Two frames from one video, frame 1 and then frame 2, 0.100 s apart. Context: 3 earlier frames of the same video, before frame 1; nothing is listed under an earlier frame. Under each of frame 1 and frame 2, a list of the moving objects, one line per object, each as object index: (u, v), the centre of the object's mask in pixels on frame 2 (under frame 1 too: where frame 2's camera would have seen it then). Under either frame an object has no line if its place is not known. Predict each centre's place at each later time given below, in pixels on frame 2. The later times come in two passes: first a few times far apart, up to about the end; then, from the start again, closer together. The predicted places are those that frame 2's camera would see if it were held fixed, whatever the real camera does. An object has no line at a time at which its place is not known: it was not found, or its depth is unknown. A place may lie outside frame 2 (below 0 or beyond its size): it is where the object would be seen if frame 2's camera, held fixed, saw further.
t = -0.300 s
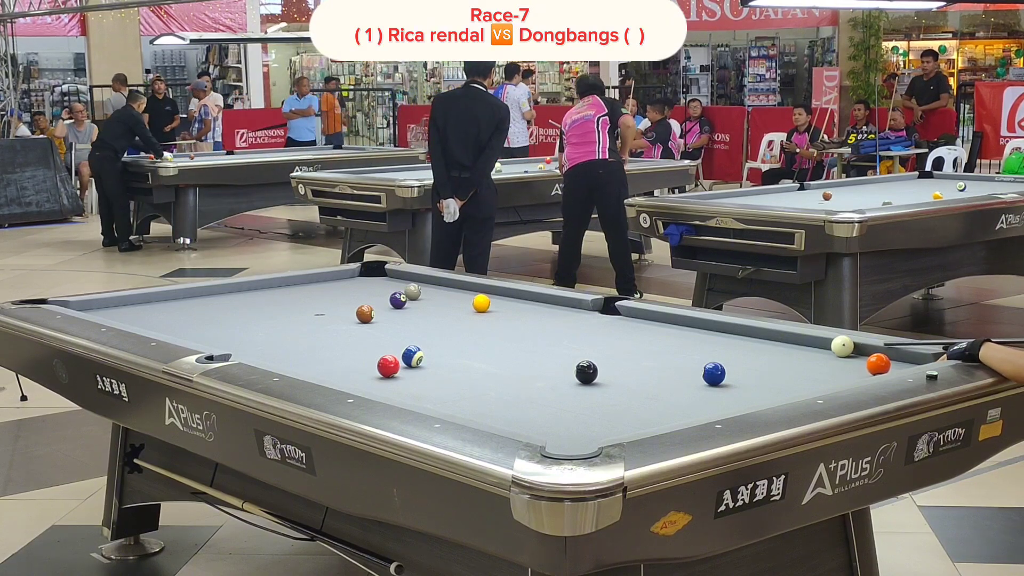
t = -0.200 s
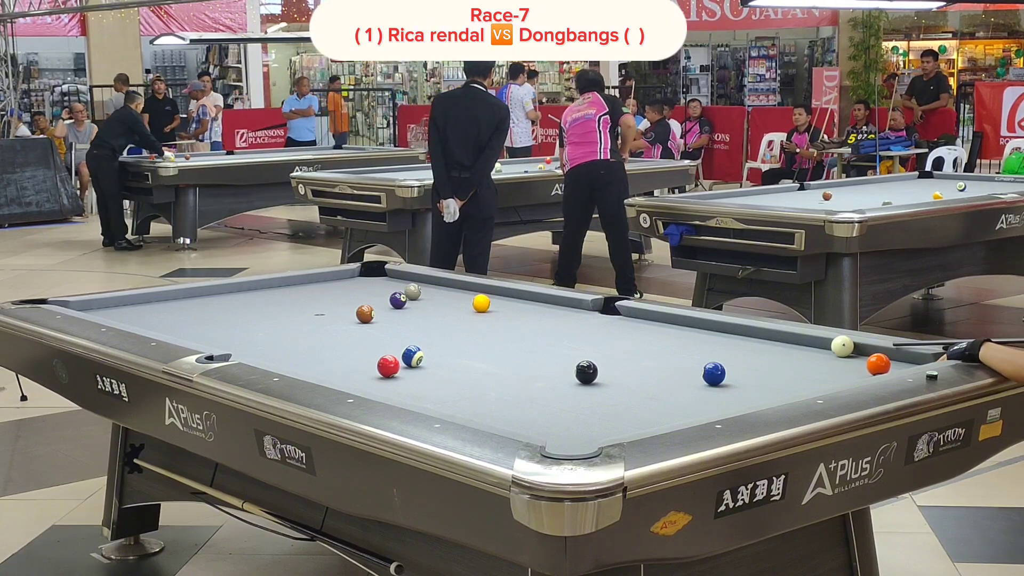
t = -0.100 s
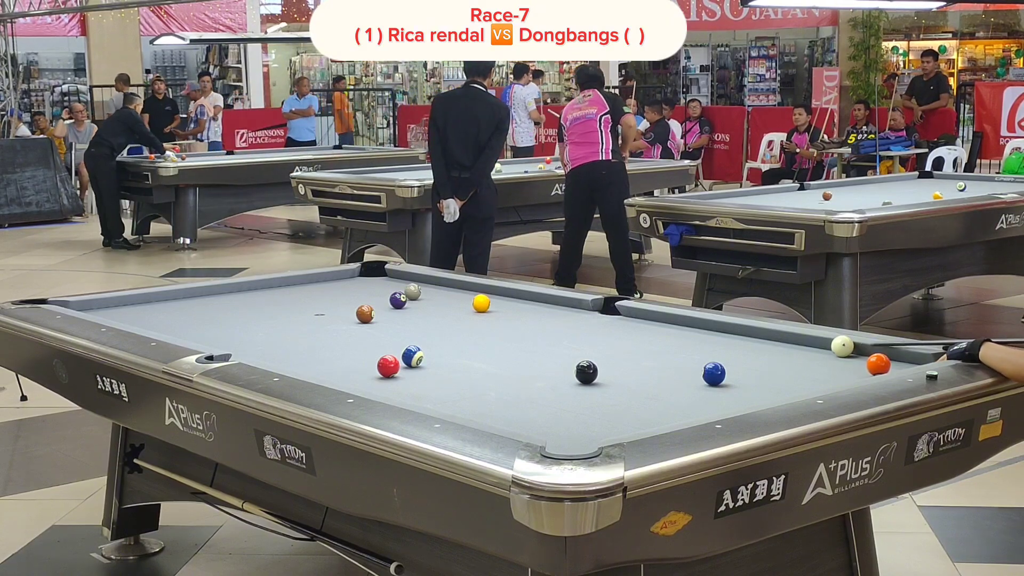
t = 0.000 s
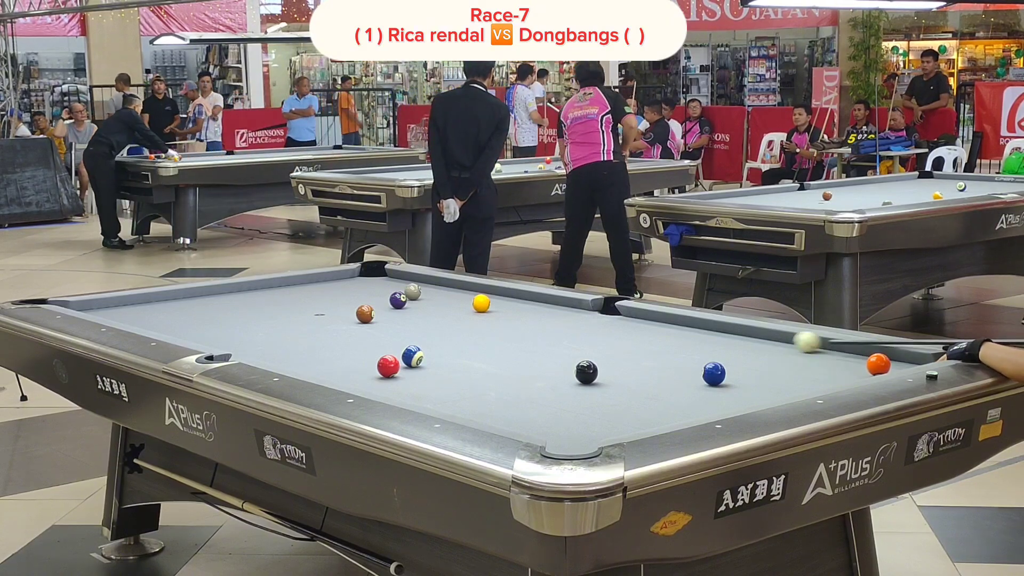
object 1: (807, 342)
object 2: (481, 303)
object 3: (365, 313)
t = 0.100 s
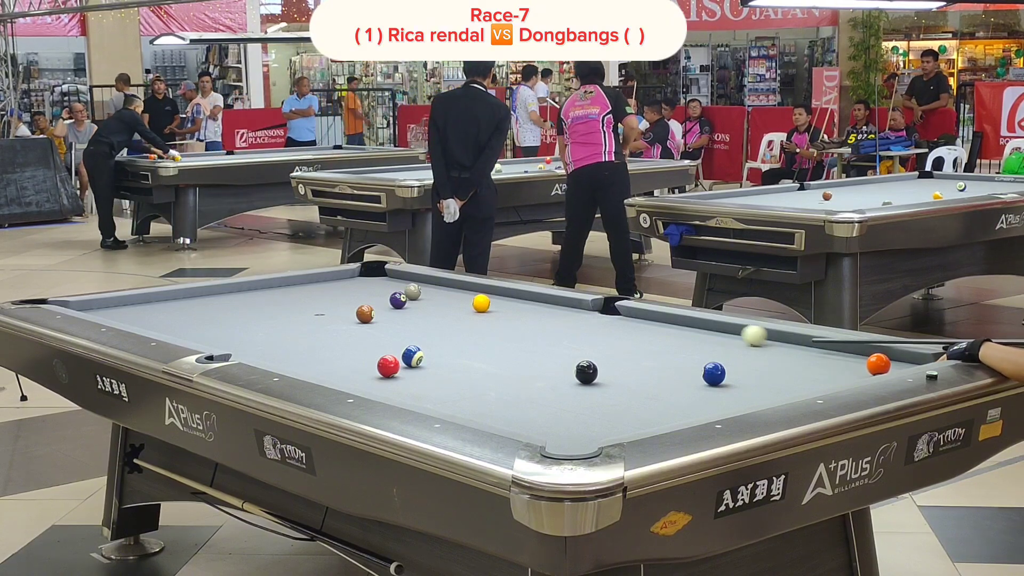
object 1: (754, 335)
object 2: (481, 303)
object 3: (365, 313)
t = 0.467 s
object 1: (590, 316)
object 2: (481, 303)
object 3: (365, 313)
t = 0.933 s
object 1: (487, 302)
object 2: (418, 297)
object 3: (365, 313)
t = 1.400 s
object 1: (457, 296)
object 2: (323, 288)
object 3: (365, 313)
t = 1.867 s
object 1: (432, 291)
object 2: (273, 285)
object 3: (365, 313)
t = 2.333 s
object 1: (418, 285)
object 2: (293, 292)
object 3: (365, 313)
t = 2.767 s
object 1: (404, 281)
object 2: (311, 299)
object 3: (365, 313)
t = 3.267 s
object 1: (393, 280)
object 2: (331, 306)
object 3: (365, 313)
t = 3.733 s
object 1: (385, 278)
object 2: (348, 312)
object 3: (365, 313)
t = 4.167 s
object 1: (380, 276)
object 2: (345, 315)
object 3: (379, 315)
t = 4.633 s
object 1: (375, 276)
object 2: (341, 317)
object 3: (393, 316)
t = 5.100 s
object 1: (373, 275)
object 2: (338, 319)
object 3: (401, 317)
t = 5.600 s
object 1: (372, 275)
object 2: (338, 319)
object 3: (405, 317)
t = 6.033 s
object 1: (372, 275)
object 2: (338, 319)
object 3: (404, 317)
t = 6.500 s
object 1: (372, 275)
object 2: (338, 319)
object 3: (405, 317)
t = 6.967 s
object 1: (372, 275)
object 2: (338, 319)
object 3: (405, 317)
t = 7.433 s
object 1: (372, 275)
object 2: (337, 320)
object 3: (405, 317)
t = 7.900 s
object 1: (372, 275)
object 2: (337, 319)
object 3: (405, 317)
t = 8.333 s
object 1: (372, 275)
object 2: (337, 319)
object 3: (405, 317)
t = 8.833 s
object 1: (372, 275)
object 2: (337, 319)
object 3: (405, 317)
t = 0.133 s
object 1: (738, 334)
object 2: (481, 303)
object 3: (365, 313)
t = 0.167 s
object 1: (722, 332)
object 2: (481, 303)
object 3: (365, 313)
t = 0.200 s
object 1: (706, 330)
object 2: (481, 303)
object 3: (365, 313)
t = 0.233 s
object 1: (690, 328)
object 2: (481, 303)
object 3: (365, 313)
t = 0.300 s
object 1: (660, 324)
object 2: (481, 303)
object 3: (365, 313)
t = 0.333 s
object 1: (646, 323)
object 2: (481, 303)
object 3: (365, 313)
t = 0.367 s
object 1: (632, 321)
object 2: (481, 303)
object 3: (365, 313)
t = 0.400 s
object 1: (617, 319)
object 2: (481, 303)
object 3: (365, 313)
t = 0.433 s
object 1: (603, 318)
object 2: (481, 303)
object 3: (365, 313)
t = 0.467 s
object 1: (590, 316)
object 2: (481, 303)
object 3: (365, 313)
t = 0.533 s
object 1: (563, 313)
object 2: (481, 303)
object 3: (365, 313)
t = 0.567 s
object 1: (551, 311)
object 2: (481, 303)
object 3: (365, 313)
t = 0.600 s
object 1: (538, 310)
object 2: (481, 303)
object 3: (365, 313)
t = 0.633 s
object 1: (525, 308)
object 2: (481, 303)
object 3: (365, 313)
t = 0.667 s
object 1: (513, 307)
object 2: (481, 303)
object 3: (365, 313)
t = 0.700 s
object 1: (501, 305)
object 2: (481, 303)
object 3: (365, 313)
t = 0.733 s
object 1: (495, 304)
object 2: (476, 302)
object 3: (365, 313)
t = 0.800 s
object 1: (495, 304)
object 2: (454, 300)
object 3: (365, 313)
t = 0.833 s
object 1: (493, 303)
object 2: (444, 299)
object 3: (365, 313)
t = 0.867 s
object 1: (491, 303)
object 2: (435, 298)
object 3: (365, 313)
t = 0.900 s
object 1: (489, 302)
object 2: (426, 298)
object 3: (365, 313)
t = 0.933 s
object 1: (487, 302)
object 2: (418, 297)
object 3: (365, 313)
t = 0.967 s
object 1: (484, 302)
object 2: (412, 296)
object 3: (365, 313)
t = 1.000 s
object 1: (482, 301)
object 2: (408, 294)
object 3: (365, 313)
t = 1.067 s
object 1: (477, 300)
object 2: (387, 293)
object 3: (365, 313)
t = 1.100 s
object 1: (475, 300)
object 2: (383, 293)
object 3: (365, 313)
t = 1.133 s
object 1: (473, 300)
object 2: (375, 293)
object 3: (365, 313)
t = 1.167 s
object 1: (471, 299)
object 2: (369, 292)
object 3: (365, 313)
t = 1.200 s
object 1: (469, 298)
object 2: (362, 291)
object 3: (365, 313)
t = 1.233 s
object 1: (467, 298)
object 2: (355, 291)
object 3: (365, 313)
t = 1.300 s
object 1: (463, 297)
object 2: (342, 290)
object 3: (365, 313)
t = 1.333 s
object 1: (461, 297)
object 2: (336, 289)
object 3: (365, 313)
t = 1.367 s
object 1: (459, 296)
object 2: (329, 288)
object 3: (365, 313)
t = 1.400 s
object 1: (457, 296)
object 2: (323, 288)
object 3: (365, 313)
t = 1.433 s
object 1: (455, 296)
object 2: (316, 287)
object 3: (365, 313)
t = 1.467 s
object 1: (453, 295)
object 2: (310, 286)
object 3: (365, 313)
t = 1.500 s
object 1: (451, 295)
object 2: (304, 286)
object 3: (365, 313)
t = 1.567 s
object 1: (447, 294)
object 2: (292, 285)
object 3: (365, 313)
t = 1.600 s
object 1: (446, 294)
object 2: (286, 284)
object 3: (365, 313)
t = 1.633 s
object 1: (444, 294)
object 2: (280, 284)
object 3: (365, 313)
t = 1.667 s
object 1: (442, 293)
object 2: (274, 283)
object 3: (365, 313)
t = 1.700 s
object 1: (440, 293)
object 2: (268, 283)
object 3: (365, 313)
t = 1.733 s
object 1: (439, 292)
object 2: (268, 283)
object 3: (365, 313)
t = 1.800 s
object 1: (435, 292)
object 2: (271, 284)
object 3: (365, 313)
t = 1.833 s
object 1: (433, 291)
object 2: (272, 284)
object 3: (365, 313)
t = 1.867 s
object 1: (432, 291)
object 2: (273, 285)
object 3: (365, 313)
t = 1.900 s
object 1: (430, 291)
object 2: (275, 285)
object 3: (365, 313)
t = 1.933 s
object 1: (429, 290)
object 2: (276, 286)
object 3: (365, 313)
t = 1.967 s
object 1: (427, 290)
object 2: (278, 286)
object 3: (365, 313)
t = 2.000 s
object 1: (426, 289)
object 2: (279, 287)
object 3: (365, 313)
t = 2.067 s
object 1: (424, 289)
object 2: (282, 288)
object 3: (365, 313)
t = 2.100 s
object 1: (424, 288)
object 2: (284, 288)
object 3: (365, 313)
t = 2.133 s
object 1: (423, 288)
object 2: (285, 289)
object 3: (365, 313)
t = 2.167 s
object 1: (422, 287)
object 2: (286, 290)
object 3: (365, 313)
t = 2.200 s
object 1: (421, 287)
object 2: (288, 290)
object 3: (365, 313)
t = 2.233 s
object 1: (420, 286)
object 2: (289, 290)
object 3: (365, 313)
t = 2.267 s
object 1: (419, 286)
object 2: (291, 291)
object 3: (365, 313)
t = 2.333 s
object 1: (418, 285)
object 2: (293, 292)
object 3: (365, 313)
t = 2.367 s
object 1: (417, 284)
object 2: (295, 292)
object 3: (365, 313)
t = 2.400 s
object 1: (416, 284)
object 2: (296, 293)
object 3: (365, 313)
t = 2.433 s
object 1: (415, 283)
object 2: (298, 294)
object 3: (365, 313)
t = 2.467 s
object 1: (414, 283)
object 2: (299, 294)
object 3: (365, 313)
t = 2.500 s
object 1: (412, 283)
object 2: (301, 295)
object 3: (365, 313)
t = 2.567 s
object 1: (410, 282)
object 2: (303, 296)
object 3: (365, 313)
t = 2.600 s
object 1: (409, 282)
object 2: (305, 296)
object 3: (365, 313)
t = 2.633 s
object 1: (408, 281)
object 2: (306, 297)
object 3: (365, 313)
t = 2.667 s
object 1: (407, 281)
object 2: (307, 297)
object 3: (365, 313)
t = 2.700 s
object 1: (406, 281)
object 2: (309, 297)
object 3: (365, 313)
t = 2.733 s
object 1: (405, 281)
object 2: (310, 298)
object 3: (365, 313)
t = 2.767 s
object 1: (404, 281)
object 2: (311, 299)
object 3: (365, 313)
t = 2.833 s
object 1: (402, 281)
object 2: (314, 300)
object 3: (365, 313)
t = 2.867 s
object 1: (401, 281)
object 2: (315, 300)
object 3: (365, 313)
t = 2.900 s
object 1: (401, 281)
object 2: (317, 301)
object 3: (365, 313)
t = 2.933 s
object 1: (400, 281)
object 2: (318, 301)
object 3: (365, 313)
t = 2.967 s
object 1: (399, 281)
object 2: (319, 301)
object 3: (365, 313)
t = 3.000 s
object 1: (399, 281)
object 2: (321, 302)
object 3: (365, 313)
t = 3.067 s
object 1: (398, 281)
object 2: (324, 303)
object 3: (365, 313)
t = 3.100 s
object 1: (397, 281)
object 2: (325, 303)
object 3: (365, 313)
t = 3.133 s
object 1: (396, 281)
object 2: (326, 304)
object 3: (365, 313)
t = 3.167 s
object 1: (395, 280)
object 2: (328, 304)
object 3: (365, 313)
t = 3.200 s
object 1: (395, 280)
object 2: (329, 305)
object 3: (365, 313)
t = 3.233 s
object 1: (394, 280)
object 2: (330, 305)
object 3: (365, 313)
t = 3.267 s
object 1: (393, 280)
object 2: (331, 306)
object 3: (365, 313)
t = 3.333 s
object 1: (392, 280)
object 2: (334, 306)
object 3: (365, 313)
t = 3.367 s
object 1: (391, 280)
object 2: (335, 307)
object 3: (365, 313)
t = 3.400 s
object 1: (391, 279)
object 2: (336, 307)
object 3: (365, 313)
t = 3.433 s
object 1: (390, 279)
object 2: (338, 308)
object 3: (365, 313)
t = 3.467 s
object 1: (389, 279)
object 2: (339, 308)
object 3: (365, 313)
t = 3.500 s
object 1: (389, 279)
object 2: (340, 309)
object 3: (365, 313)
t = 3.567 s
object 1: (388, 279)
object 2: (343, 310)
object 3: (365, 313)
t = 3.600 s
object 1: (387, 278)
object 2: (344, 310)
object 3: (365, 313)
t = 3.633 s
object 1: (386, 278)
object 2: (345, 310)
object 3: (365, 313)
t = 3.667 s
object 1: (386, 278)
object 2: (346, 311)
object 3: (365, 313)
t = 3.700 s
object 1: (385, 278)
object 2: (347, 311)
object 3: (365, 313)
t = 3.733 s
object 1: (385, 278)
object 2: (348, 312)
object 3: (365, 313)
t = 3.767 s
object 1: (384, 278)
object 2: (349, 312)
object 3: (365, 314)
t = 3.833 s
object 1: (384, 278)
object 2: (349, 313)
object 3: (368, 314)
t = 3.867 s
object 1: (383, 277)
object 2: (349, 313)
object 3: (369, 314)
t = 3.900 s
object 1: (383, 277)
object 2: (349, 313)
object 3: (370, 314)
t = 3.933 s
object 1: (382, 277)
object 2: (348, 314)
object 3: (372, 314)
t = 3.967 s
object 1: (382, 277)
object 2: (348, 314)
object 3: (373, 314)
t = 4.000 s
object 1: (381, 277)
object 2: (347, 314)
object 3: (374, 314)
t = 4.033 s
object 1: (381, 277)
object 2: (347, 314)
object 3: (375, 314)
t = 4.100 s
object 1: (380, 277)
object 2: (346, 314)
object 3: (377, 314)
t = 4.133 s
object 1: (380, 277)
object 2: (346, 315)
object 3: (378, 315)
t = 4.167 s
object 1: (380, 276)
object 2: (345, 315)
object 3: (379, 315)
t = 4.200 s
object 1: (379, 276)
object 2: (345, 315)
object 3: (380, 315)
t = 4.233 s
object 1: (379, 276)
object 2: (345, 315)
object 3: (381, 315)
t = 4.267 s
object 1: (379, 276)
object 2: (344, 316)
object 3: (383, 315)
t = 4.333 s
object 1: (378, 276)
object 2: (344, 316)
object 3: (385, 315)
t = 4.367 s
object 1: (378, 276)
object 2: (343, 316)
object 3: (386, 316)
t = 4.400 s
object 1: (377, 276)
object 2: (343, 317)
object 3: (387, 316)
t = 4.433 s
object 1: (377, 276)
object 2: (343, 317)
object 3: (387, 316)
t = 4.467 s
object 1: (377, 276)
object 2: (342, 317)
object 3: (389, 316)
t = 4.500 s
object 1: (376, 276)
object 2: (342, 317)
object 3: (389, 316)
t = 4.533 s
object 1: (376, 276)
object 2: (342, 317)
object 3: (390, 316)
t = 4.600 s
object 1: (375, 276)
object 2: (341, 317)
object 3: (392, 316)
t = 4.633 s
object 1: (375, 276)
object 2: (341, 317)
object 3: (393, 316)
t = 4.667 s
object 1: (375, 276)
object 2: (340, 318)
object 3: (393, 316)
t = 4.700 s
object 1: (375, 276)
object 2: (340, 318)
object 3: (394, 316)
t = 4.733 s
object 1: (374, 275)
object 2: (340, 318)
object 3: (395, 316)
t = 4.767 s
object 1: (374, 275)
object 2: (340, 318)
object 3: (395, 316)
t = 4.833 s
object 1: (374, 275)
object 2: (339, 318)
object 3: (397, 316)
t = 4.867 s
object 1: (374, 275)
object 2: (339, 318)
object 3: (397, 316)
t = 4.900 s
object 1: (373, 275)
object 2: (339, 318)
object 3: (398, 316)
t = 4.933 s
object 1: (373, 275)
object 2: (339, 319)
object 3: (398, 316)
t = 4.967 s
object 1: (373, 275)
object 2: (339, 319)
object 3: (399, 317)
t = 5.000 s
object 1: (373, 275)
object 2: (338, 319)
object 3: (399, 317)
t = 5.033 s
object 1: (373, 275)
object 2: (338, 319)
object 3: (400, 317)
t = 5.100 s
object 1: (373, 275)
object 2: (338, 319)
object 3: (401, 317)
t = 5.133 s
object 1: (373, 275)
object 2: (338, 319)
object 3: (401, 317)
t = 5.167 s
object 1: (372, 275)
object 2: (338, 319)
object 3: (401, 317)
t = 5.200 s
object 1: (372, 275)
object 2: (338, 319)
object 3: (402, 317)
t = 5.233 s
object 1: (372, 275)
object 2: (338, 319)
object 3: (402, 317)
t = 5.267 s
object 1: (372, 275)
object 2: (338, 319)
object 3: (403, 317)
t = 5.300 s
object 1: (372, 275)
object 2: (338, 319)
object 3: (403, 317)
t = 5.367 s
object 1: (372, 275)
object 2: (338, 319)
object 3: (403, 317)
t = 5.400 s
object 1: (372, 275)
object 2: (338, 319)
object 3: (404, 317)
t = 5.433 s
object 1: (372, 275)
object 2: (338, 319)
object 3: (404, 317)
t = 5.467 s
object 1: (372, 275)
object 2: (338, 319)
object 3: (404, 317)
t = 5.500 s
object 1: (372, 275)
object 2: (338, 319)
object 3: (404, 317)
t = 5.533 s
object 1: (372, 275)
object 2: (338, 319)
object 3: (405, 317)
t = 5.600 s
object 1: (372, 275)
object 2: (338, 319)
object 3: (405, 317)
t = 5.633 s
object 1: (372, 275)
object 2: (338, 320)
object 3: (405, 317)
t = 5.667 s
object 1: (372, 275)
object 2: (338, 320)
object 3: (405, 317)
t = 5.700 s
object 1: (372, 275)
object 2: (338, 320)
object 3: (405, 317)
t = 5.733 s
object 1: (372, 275)
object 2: (338, 320)
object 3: (405, 317)
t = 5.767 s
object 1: (372, 275)
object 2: (337, 320)
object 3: (405, 317)
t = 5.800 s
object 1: (372, 275)
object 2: (338, 319)
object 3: (405, 317)
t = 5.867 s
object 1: (372, 275)
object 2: (337, 319)
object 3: (405, 317)
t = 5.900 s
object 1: (372, 275)
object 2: (338, 319)
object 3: (404, 317)
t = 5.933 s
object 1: (372, 275)
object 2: (338, 320)
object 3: (404, 317)
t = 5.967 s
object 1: (372, 275)
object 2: (338, 319)
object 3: (404, 317)
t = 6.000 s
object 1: (372, 275)
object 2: (337, 319)
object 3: (404, 317)
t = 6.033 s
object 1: (372, 275)
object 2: (338, 319)
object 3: (404, 317)
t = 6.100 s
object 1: (372, 275)
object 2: (337, 319)
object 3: (404, 317)
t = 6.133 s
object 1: (372, 275)
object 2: (337, 319)
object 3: (405, 317)
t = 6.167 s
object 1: (372, 275)
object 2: (337, 319)
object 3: (404, 317)
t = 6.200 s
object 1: (372, 275)
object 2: (337, 319)
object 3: (404, 317)
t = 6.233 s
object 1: (372, 275)
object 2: (337, 319)
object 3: (404, 317)
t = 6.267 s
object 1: (372, 275)
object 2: (337, 320)
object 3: (404, 317)
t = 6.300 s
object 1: (372, 275)
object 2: (338, 320)
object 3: (404, 317)
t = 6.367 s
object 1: (372, 275)
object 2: (338, 320)
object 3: (404, 317)
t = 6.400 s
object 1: (372, 275)
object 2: (338, 320)
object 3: (404, 317)
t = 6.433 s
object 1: (372, 275)
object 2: (338, 320)
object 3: (405, 317)
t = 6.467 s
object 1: (372, 275)
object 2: (338, 319)
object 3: (405, 317)
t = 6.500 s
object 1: (372, 275)
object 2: (338, 319)
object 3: (405, 317)
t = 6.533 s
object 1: (372, 275)
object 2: (338, 319)
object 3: (404, 317)
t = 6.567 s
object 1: (372, 275)
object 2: (338, 319)
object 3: (404, 317)
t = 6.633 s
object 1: (372, 275)
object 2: (338, 319)
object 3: (405, 317)
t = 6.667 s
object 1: (372, 275)
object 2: (338, 319)
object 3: (405, 317)
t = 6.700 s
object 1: (372, 275)
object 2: (338, 319)
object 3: (404, 317)
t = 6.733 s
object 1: (372, 275)
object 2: (338, 319)
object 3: (405, 317)
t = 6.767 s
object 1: (372, 275)
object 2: (338, 319)
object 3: (405, 317)
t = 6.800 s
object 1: (372, 275)
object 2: (338, 319)
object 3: (405, 317)
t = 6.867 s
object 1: (372, 275)
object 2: (338, 319)
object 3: (405, 317)
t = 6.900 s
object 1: (372, 275)
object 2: (338, 319)
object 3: (405, 317)
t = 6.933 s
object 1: (372, 275)
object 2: (338, 319)
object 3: (405, 317)
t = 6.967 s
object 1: (372, 275)
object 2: (338, 319)
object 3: (405, 317)
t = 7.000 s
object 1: (372, 275)
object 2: (338, 319)
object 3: (405, 317)
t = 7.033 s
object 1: (372, 275)
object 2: (338, 319)
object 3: (405, 317)
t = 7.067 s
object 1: (372, 275)
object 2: (337, 319)
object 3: (405, 317)
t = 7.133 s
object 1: (372, 275)
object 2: (337, 319)
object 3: (405, 317)
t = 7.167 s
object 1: (372, 275)
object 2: (337, 319)
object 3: (405, 317)
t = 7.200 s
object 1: (372, 275)
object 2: (337, 319)
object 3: (405, 317)
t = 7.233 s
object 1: (372, 275)
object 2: (337, 319)
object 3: (405, 317)
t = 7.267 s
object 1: (372, 275)
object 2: (337, 319)
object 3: (405, 317)
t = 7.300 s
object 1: (372, 275)
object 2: (337, 319)
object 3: (405, 317)
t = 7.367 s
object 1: (372, 275)
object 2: (337, 319)
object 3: (405, 317)
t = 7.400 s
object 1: (372, 275)
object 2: (337, 319)
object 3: (405, 317)
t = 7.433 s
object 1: (372, 275)
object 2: (337, 320)
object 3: (405, 317)
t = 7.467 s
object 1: (372, 275)
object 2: (337, 319)
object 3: (405, 317)
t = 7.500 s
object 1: (372, 275)
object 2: (337, 319)
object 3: (405, 317)
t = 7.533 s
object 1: (372, 275)
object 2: (337, 319)
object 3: (405, 317)
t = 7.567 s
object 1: (372, 275)
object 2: (337, 319)
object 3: (405, 317)
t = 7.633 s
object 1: (372, 275)
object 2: (337, 319)
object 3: (405, 317)
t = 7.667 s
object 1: (372, 275)
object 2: (337, 319)
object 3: (405, 317)
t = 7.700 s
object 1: (372, 275)
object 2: (337, 319)
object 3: (405, 317)
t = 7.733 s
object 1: (372, 275)
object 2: (337, 319)
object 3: (405, 317)
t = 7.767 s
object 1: (372, 275)
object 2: (337, 319)
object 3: (405, 317)
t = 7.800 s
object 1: (372, 275)
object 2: (337, 319)
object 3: (405, 317)
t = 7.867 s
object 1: (372, 275)
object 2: (337, 320)
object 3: (405, 317)
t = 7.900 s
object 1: (372, 275)
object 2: (337, 319)
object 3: (405, 317)
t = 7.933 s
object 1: (372, 275)
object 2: (337, 319)
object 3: (405, 317)
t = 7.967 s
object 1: (372, 275)
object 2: (337, 319)
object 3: (405, 317)
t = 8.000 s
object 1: (372, 275)
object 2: (337, 319)
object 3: (405, 317)
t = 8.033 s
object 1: (372, 275)
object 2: (337, 319)
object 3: (405, 317)
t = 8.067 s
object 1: (372, 275)
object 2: (337, 319)
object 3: (405, 317)
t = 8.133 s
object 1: (372, 275)
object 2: (337, 319)
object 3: (405, 317)
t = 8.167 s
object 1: (372, 275)
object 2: (337, 319)
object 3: (405, 317)
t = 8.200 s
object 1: (372, 275)
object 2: (337, 319)
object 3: (405, 317)
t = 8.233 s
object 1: (372, 275)
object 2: (337, 319)
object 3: (405, 317)
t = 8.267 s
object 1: (372, 275)
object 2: (337, 319)
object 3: (405, 317)
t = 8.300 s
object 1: (372, 275)
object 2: (337, 319)
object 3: (405, 317)
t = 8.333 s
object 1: (372, 275)
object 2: (337, 319)
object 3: (405, 317)
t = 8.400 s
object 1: (372, 275)
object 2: (337, 319)
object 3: (405, 317)
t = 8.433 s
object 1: (372, 275)
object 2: (337, 319)
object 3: (405, 317)
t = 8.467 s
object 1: (372, 275)
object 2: (337, 319)
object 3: (405, 317)
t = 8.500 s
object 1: (372, 275)
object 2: (337, 319)
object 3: (405, 317)
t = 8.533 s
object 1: (372, 275)
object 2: (337, 319)
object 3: (405, 317)
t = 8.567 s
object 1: (372, 275)
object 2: (337, 319)
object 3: (405, 317)
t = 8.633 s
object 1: (372, 275)
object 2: (337, 319)
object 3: (405, 317)
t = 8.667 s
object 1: (372, 275)
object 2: (337, 319)
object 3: (405, 317)
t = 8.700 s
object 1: (372, 275)
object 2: (337, 319)
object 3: (405, 317)
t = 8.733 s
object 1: (372, 275)
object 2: (337, 319)
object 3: (405, 317)
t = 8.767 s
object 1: (372, 275)
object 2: (337, 319)
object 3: (405, 317)
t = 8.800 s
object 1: (372, 275)
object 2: (337, 319)
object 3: (405, 317)
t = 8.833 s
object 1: (372, 275)
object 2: (337, 319)
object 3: (405, 317)
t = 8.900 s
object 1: (372, 275)
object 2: (337, 319)
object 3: (405, 317)
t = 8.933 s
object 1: (372, 275)
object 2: (337, 319)
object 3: (405, 317)
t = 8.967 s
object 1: (372, 275)
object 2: (337, 319)
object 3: (405, 317)
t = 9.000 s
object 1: (373, 275)
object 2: (337, 319)
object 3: (405, 317)
